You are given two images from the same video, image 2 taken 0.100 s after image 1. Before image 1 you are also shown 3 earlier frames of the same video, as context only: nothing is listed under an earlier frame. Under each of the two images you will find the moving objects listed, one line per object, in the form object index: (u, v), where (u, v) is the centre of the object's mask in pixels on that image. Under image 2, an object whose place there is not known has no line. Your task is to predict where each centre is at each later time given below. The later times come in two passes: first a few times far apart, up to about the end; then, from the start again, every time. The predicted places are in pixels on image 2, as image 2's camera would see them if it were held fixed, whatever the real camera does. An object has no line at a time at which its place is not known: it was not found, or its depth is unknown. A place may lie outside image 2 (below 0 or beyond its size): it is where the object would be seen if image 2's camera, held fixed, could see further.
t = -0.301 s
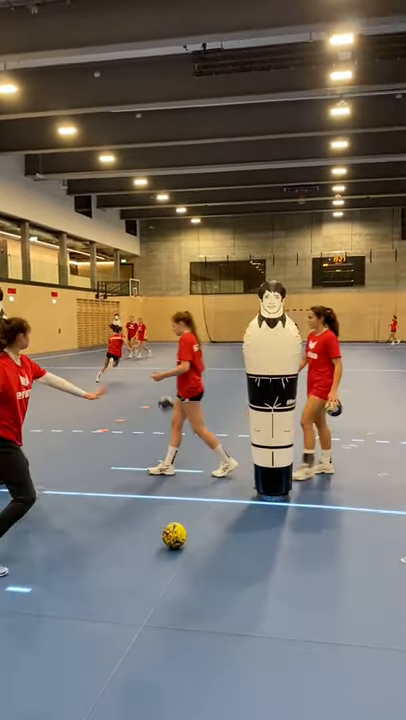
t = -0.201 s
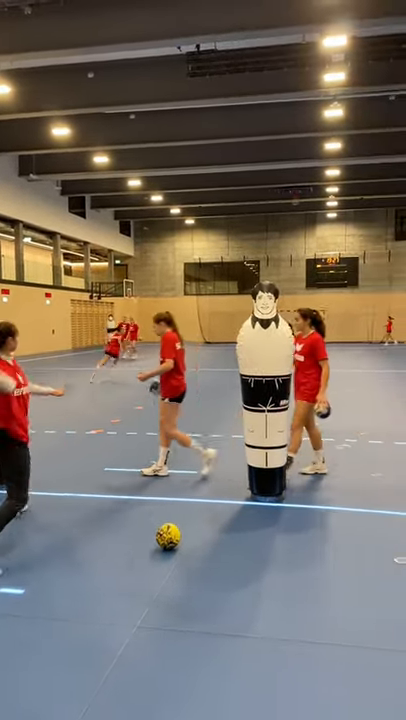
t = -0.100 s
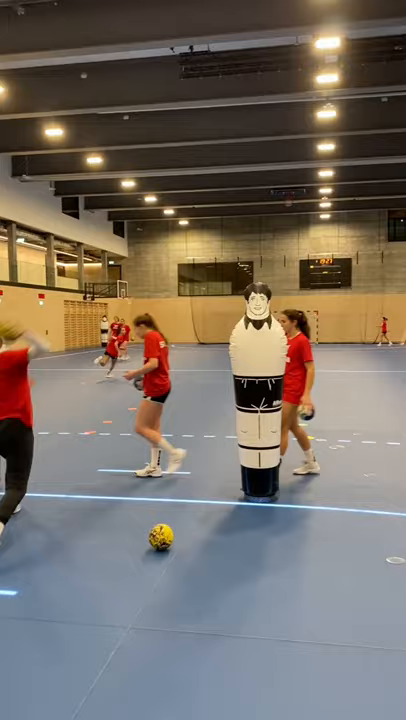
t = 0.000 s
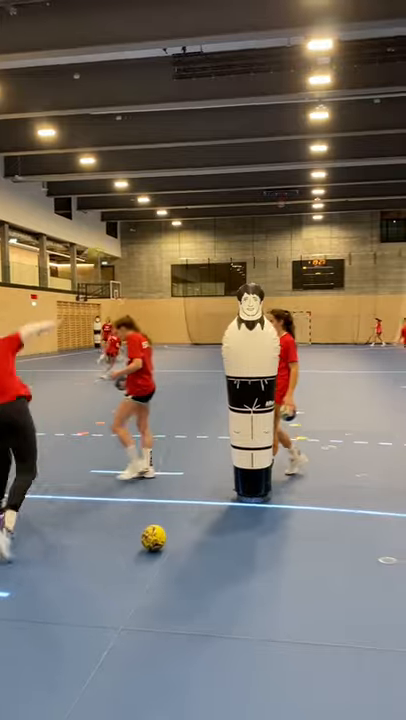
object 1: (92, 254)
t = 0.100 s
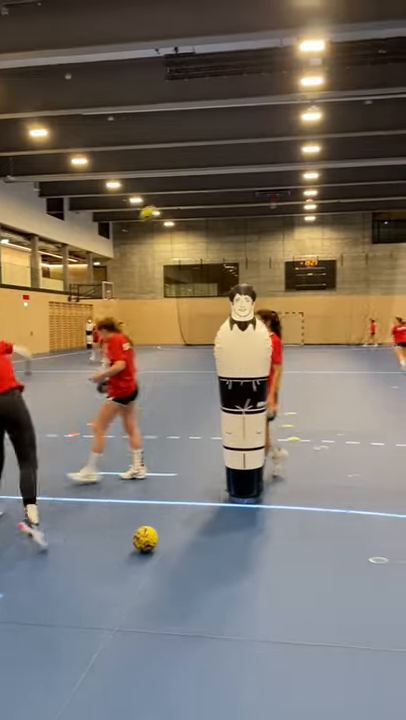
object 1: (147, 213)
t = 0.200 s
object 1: (190, 192)
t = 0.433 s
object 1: (249, 180)
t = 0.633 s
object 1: (280, 189)
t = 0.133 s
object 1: (164, 204)
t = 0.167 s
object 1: (178, 198)
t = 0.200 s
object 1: (190, 192)
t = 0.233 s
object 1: (202, 187)
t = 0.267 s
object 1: (211, 185)
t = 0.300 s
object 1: (220, 183)
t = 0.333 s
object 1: (228, 181)
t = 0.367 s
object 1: (236, 181)
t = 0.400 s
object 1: (243, 180)
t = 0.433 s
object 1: (249, 180)
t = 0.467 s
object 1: (255, 180)
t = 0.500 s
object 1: (260, 182)
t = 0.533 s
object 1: (266, 183)
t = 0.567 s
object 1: (271, 184)
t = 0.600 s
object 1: (275, 187)
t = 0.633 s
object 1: (280, 189)
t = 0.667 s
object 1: (284, 192)
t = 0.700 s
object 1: (287, 195)
